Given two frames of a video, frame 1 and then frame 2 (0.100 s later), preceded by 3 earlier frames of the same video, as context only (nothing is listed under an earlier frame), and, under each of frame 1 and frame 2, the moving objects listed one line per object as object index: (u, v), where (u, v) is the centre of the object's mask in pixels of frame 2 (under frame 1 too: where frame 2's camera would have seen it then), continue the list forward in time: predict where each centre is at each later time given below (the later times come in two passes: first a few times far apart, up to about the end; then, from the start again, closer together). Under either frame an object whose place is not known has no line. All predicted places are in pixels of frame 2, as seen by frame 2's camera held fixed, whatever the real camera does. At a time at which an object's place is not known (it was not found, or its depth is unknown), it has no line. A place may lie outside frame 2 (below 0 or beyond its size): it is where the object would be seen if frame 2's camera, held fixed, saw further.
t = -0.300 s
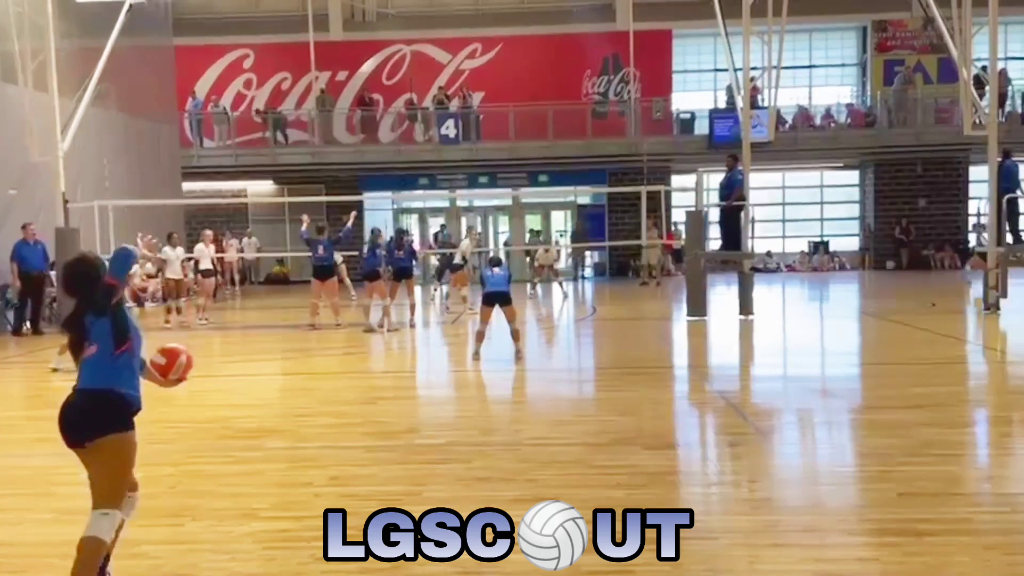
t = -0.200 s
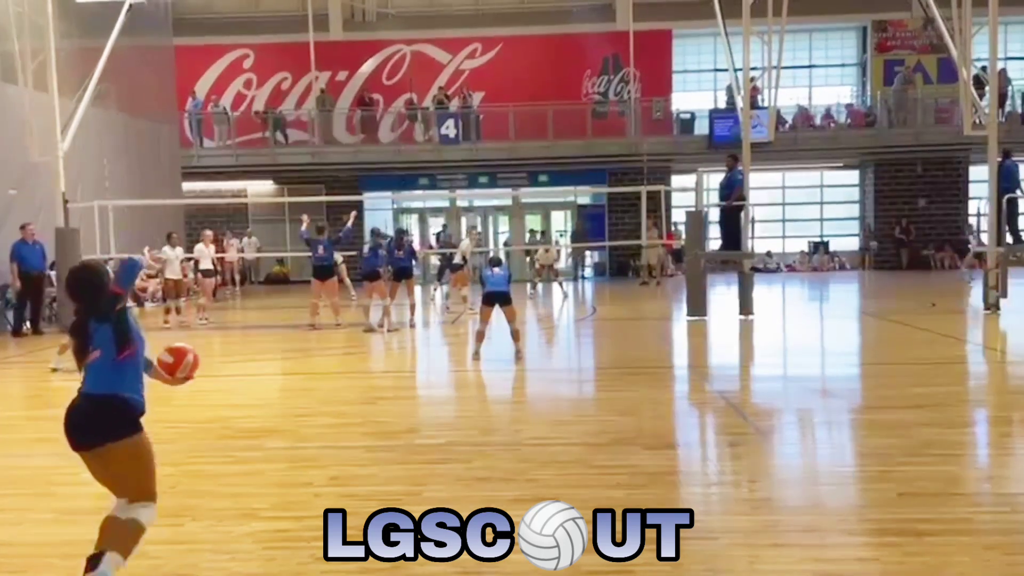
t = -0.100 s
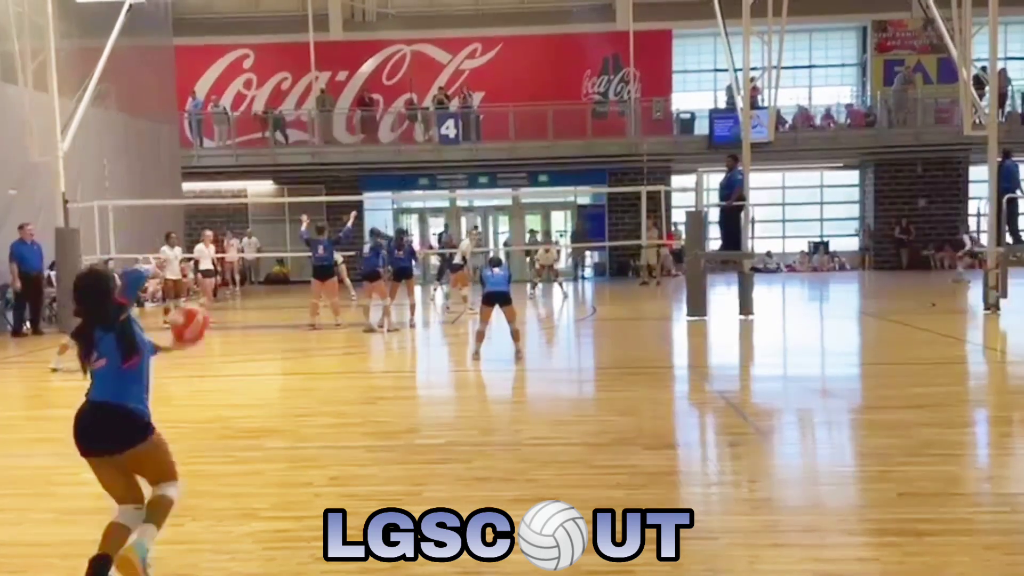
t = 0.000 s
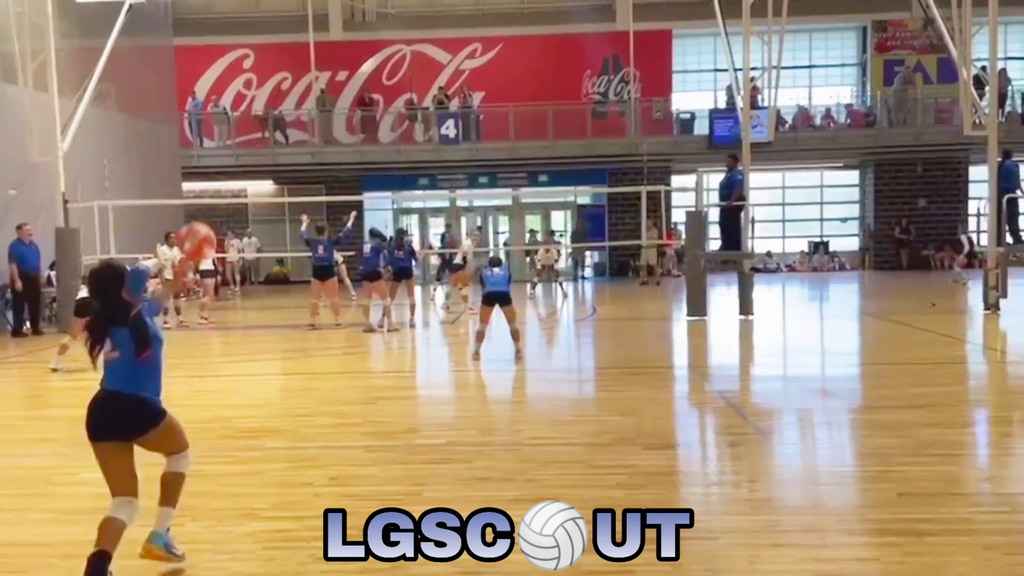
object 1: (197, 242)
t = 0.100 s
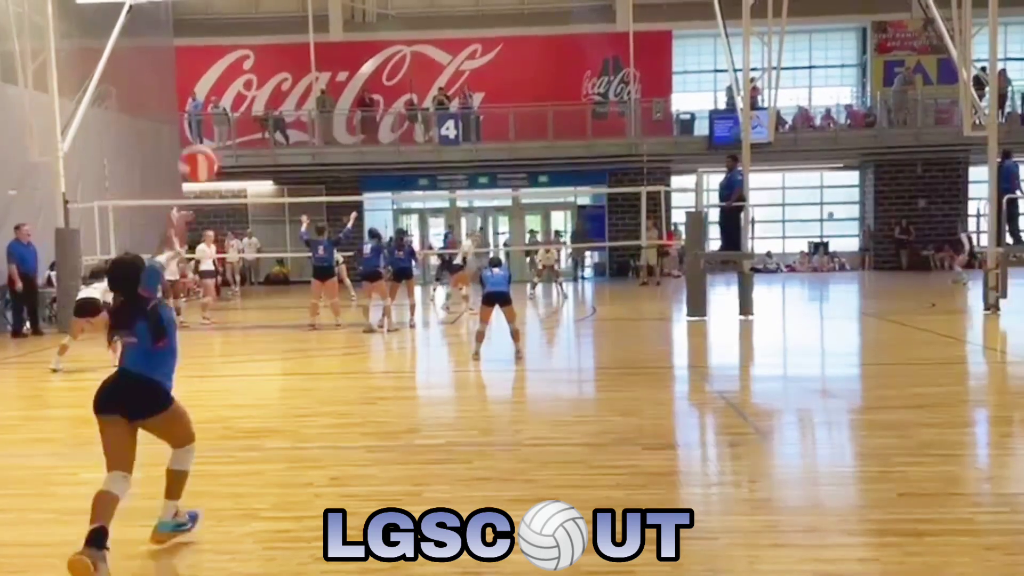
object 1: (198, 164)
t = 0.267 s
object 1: (202, 76)
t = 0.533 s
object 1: (212, 34)
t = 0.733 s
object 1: (223, 77)
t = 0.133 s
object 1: (200, 141)
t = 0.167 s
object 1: (199, 121)
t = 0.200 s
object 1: (200, 104)
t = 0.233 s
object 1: (202, 89)
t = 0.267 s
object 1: (202, 76)
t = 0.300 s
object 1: (202, 62)
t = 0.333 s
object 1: (204, 53)
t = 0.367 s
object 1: (205, 45)
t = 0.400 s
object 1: (206, 38)
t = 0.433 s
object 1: (207, 35)
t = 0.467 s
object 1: (209, 33)
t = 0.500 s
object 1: (211, 32)
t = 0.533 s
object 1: (212, 34)
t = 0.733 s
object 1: (223, 77)
